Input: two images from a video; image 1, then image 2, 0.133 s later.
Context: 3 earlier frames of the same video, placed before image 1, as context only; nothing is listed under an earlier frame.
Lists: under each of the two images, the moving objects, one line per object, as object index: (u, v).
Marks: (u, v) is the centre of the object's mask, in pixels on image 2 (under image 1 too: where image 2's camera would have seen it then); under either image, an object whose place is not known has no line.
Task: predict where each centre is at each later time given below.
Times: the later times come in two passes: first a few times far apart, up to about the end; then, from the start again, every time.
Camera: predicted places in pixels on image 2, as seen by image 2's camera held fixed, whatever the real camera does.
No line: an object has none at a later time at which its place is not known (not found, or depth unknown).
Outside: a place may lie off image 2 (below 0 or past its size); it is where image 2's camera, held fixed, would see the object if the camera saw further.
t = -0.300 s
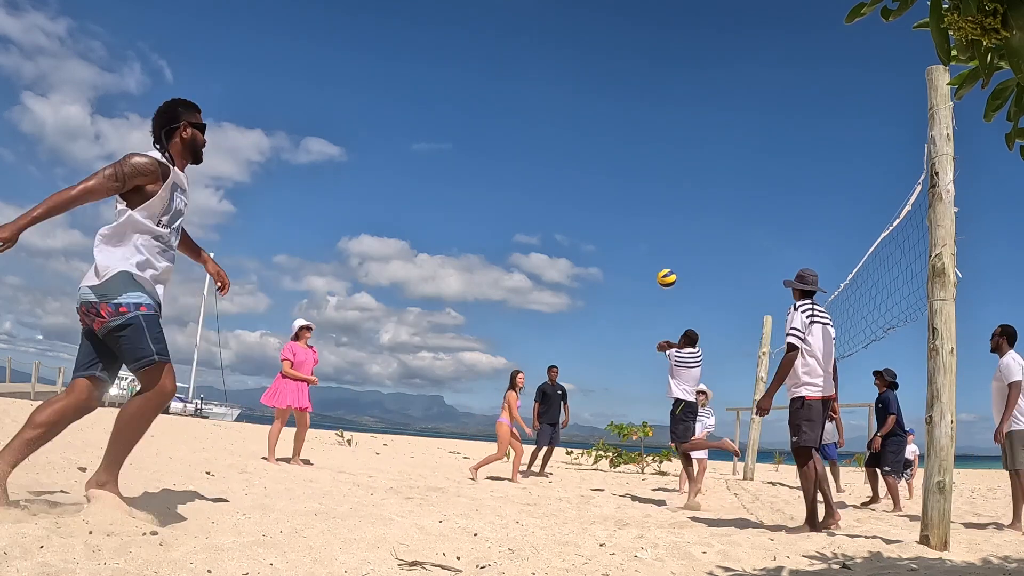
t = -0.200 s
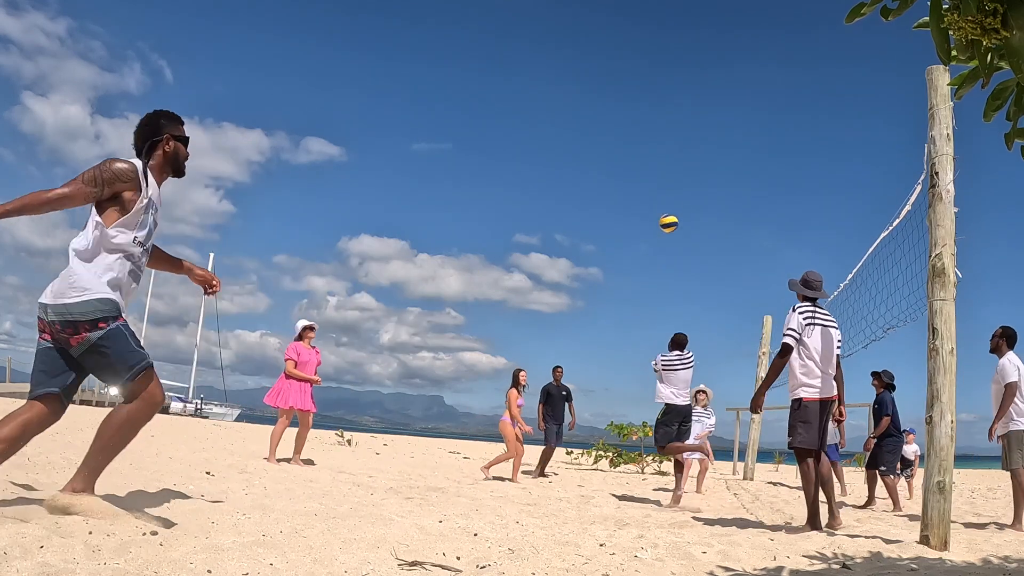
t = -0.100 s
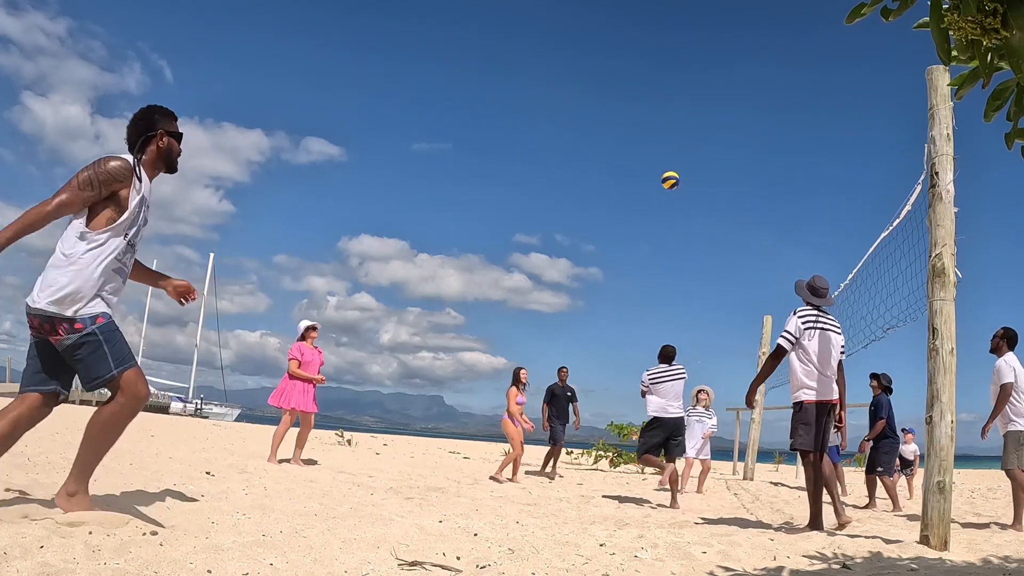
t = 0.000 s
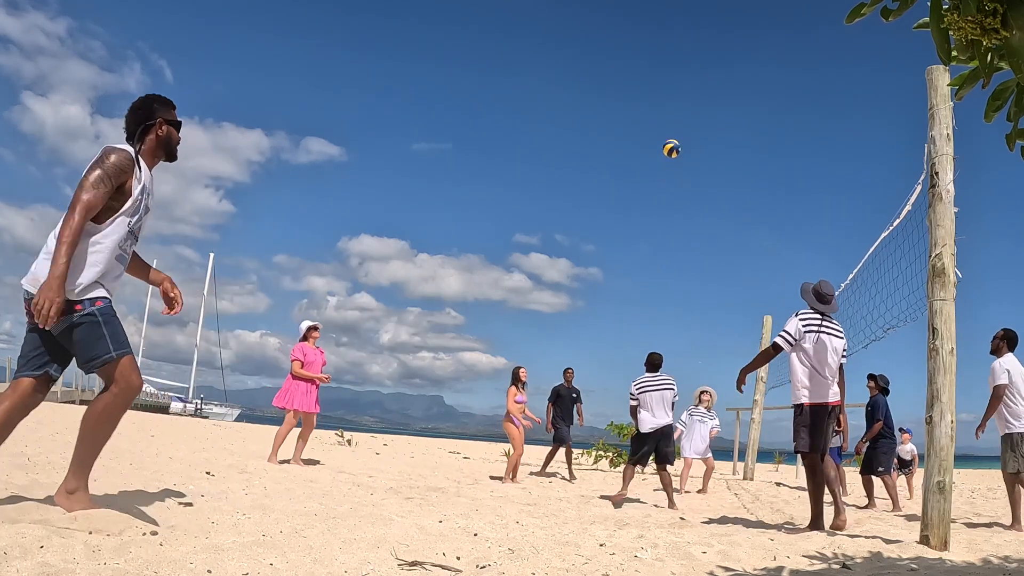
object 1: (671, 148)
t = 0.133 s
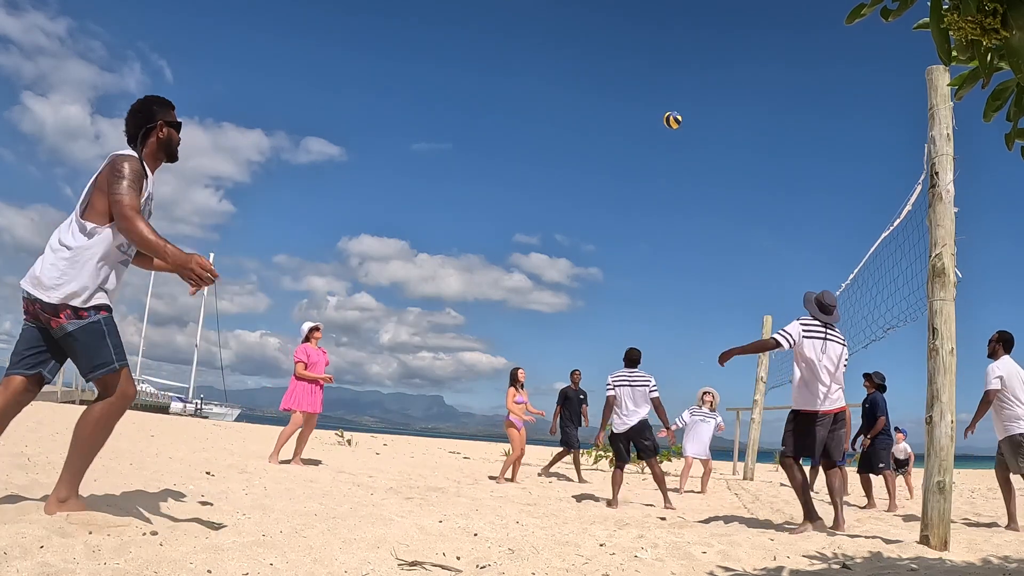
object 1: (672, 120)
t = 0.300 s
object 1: (673, 104)
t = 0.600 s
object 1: (671, 125)
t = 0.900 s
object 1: (666, 208)
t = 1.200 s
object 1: (657, 360)
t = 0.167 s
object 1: (673, 115)
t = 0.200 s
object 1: (673, 112)
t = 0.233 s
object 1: (673, 108)
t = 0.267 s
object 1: (673, 106)
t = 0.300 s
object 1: (673, 104)
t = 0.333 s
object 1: (673, 104)
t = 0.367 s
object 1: (673, 104)
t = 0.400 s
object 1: (673, 104)
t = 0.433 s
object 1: (673, 106)
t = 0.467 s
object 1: (673, 108)
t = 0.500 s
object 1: (672, 111)
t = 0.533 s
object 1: (672, 115)
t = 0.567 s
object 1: (672, 120)
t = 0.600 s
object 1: (671, 125)
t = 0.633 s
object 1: (671, 131)
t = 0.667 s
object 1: (671, 138)
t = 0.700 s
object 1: (670, 145)
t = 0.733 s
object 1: (670, 154)
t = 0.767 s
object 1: (669, 163)
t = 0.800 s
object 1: (668, 173)
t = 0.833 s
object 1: (668, 184)
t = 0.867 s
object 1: (667, 196)
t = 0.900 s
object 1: (666, 208)
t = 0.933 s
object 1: (665, 221)
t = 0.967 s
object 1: (664, 235)
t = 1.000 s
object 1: (664, 250)
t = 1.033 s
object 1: (662, 266)
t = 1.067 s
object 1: (661, 283)
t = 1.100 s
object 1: (661, 301)
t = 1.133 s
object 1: (659, 320)
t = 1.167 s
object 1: (658, 340)
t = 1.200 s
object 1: (657, 360)
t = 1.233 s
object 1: (656, 382)
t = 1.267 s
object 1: (654, 404)
